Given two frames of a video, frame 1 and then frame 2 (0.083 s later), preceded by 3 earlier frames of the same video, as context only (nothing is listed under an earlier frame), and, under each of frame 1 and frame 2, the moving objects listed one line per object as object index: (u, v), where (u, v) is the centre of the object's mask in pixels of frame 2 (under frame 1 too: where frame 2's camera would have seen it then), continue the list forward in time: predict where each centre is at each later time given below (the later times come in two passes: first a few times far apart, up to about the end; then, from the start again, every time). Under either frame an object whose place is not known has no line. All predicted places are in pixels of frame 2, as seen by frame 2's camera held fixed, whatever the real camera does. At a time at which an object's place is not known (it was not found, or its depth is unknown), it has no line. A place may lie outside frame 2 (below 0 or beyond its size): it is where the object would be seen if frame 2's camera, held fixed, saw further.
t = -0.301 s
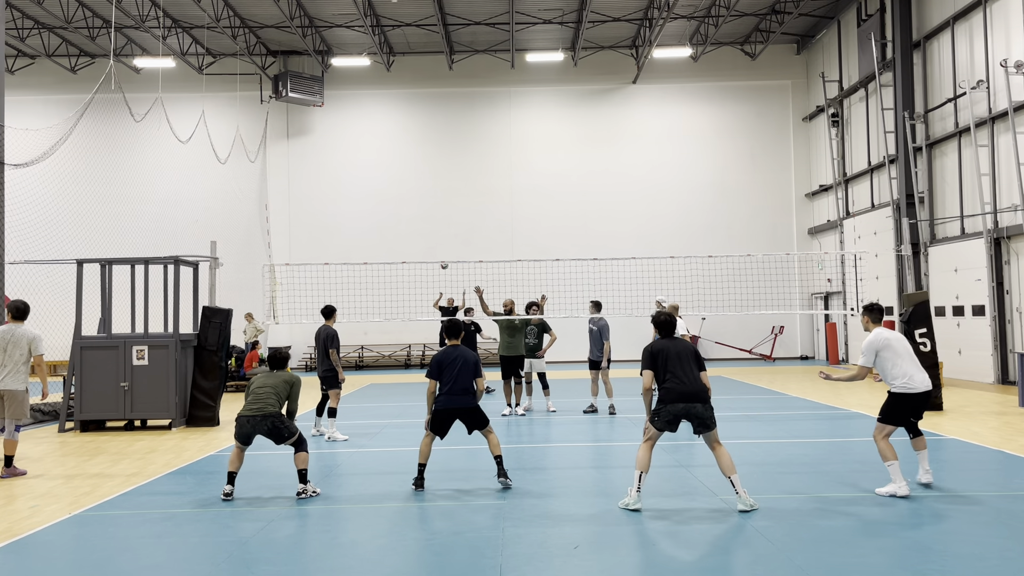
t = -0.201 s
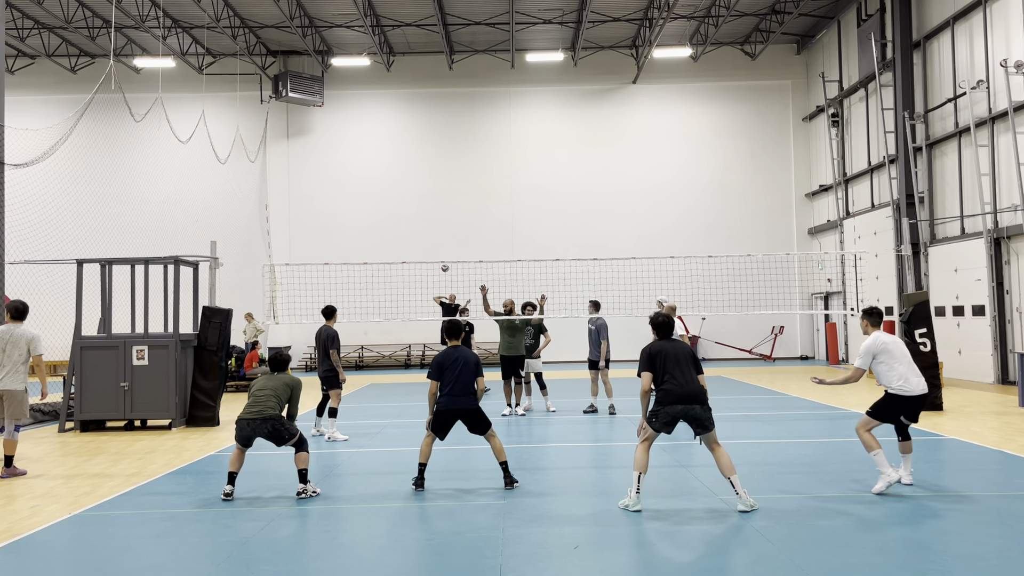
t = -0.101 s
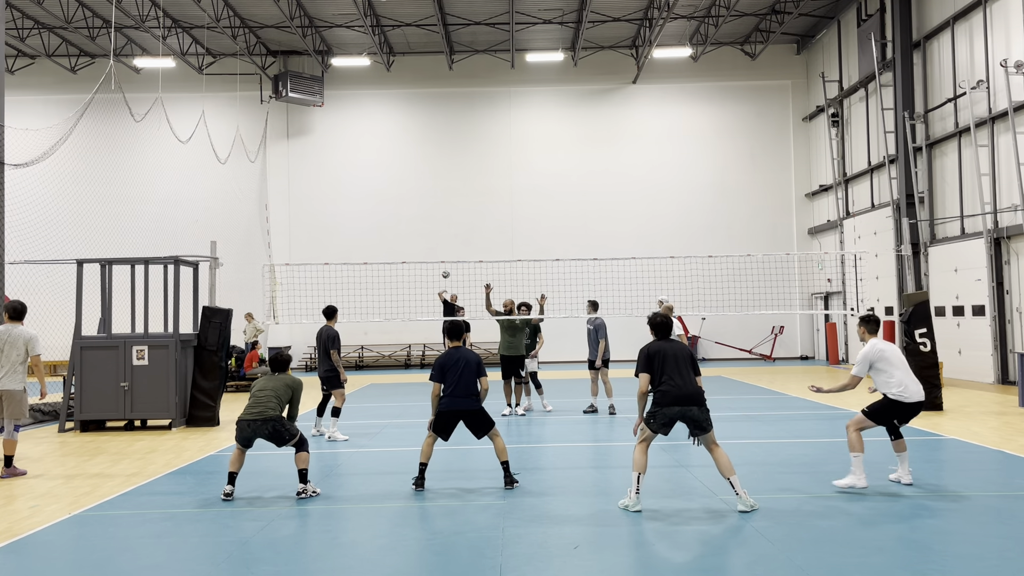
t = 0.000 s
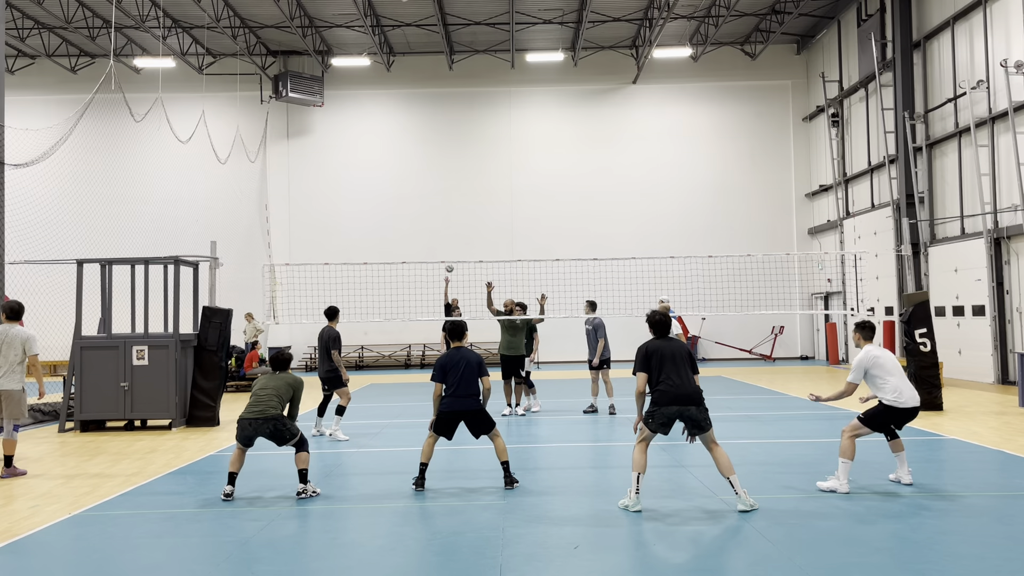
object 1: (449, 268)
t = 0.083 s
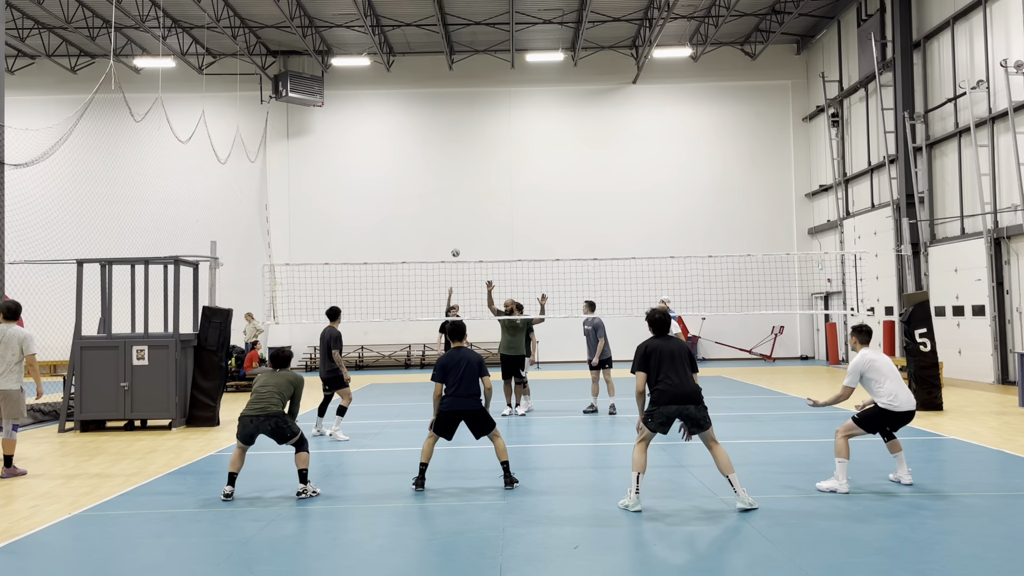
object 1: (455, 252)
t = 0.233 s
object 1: (467, 229)
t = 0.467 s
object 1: (486, 207)
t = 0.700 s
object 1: (511, 209)
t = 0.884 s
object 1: (534, 234)
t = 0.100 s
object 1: (457, 250)
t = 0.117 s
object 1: (458, 247)
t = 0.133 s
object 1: (459, 244)
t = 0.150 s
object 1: (460, 241)
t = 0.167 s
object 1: (461, 239)
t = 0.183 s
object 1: (463, 236)
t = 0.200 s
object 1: (464, 234)
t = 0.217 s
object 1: (465, 231)
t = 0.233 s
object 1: (467, 229)
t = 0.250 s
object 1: (468, 227)
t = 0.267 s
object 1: (469, 225)
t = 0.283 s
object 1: (470, 223)
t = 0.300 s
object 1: (472, 221)
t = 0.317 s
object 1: (473, 219)
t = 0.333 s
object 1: (475, 217)
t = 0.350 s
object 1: (476, 216)
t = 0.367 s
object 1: (477, 214)
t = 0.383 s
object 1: (479, 213)
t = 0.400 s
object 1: (480, 212)
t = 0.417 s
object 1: (481, 210)
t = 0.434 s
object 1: (483, 209)
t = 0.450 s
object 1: (485, 208)
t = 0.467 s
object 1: (486, 207)
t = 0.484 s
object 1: (488, 206)
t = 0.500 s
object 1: (489, 206)
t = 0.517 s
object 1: (491, 205)
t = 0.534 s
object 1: (493, 205)
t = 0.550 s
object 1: (494, 204)
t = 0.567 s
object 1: (496, 205)
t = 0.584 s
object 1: (498, 204)
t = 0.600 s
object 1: (500, 205)
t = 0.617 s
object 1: (502, 205)
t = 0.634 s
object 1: (503, 206)
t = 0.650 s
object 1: (505, 206)
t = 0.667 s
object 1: (507, 207)
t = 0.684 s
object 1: (509, 208)
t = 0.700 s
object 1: (511, 209)
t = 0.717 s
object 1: (513, 210)
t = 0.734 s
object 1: (515, 212)
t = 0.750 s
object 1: (517, 214)
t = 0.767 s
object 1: (519, 216)
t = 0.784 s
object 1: (521, 218)
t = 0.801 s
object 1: (523, 220)
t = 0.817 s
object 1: (525, 222)
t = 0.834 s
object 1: (527, 225)
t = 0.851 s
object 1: (530, 228)
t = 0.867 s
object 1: (532, 231)
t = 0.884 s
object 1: (534, 234)
